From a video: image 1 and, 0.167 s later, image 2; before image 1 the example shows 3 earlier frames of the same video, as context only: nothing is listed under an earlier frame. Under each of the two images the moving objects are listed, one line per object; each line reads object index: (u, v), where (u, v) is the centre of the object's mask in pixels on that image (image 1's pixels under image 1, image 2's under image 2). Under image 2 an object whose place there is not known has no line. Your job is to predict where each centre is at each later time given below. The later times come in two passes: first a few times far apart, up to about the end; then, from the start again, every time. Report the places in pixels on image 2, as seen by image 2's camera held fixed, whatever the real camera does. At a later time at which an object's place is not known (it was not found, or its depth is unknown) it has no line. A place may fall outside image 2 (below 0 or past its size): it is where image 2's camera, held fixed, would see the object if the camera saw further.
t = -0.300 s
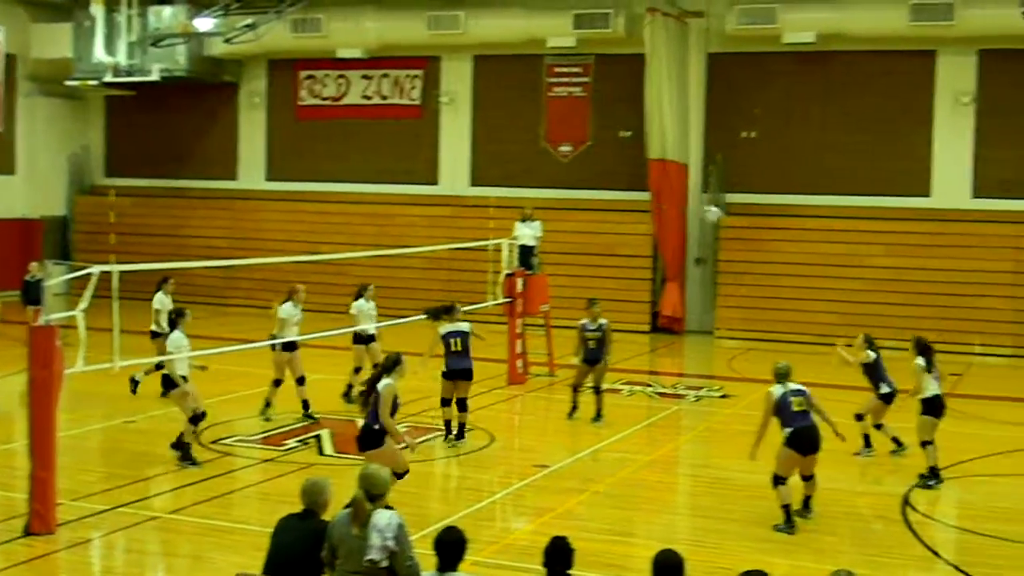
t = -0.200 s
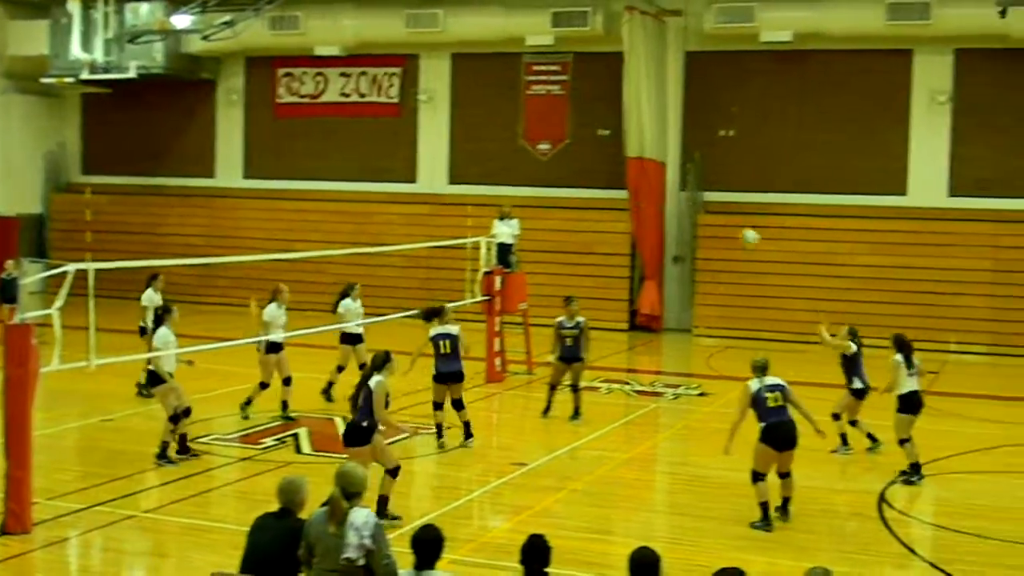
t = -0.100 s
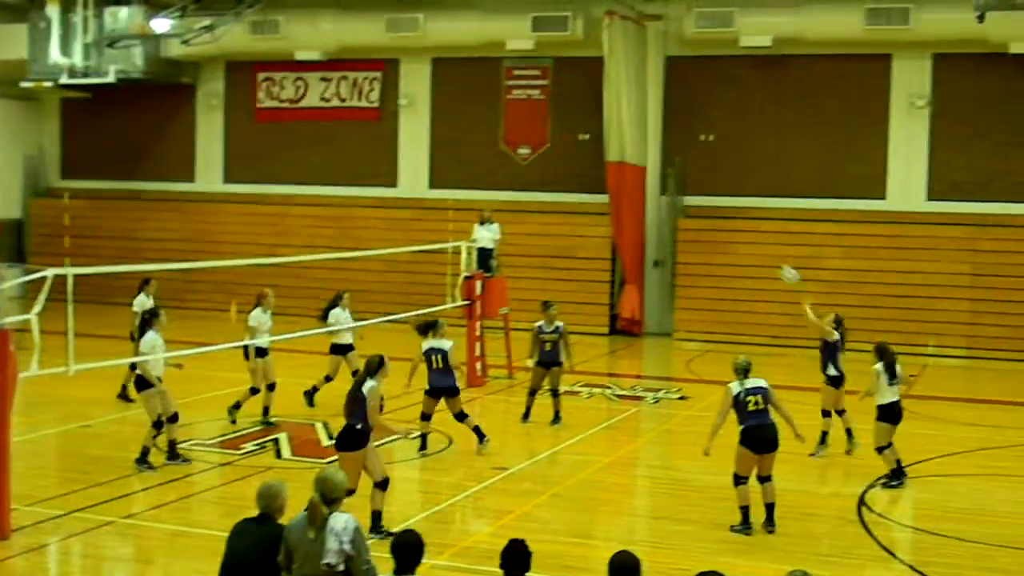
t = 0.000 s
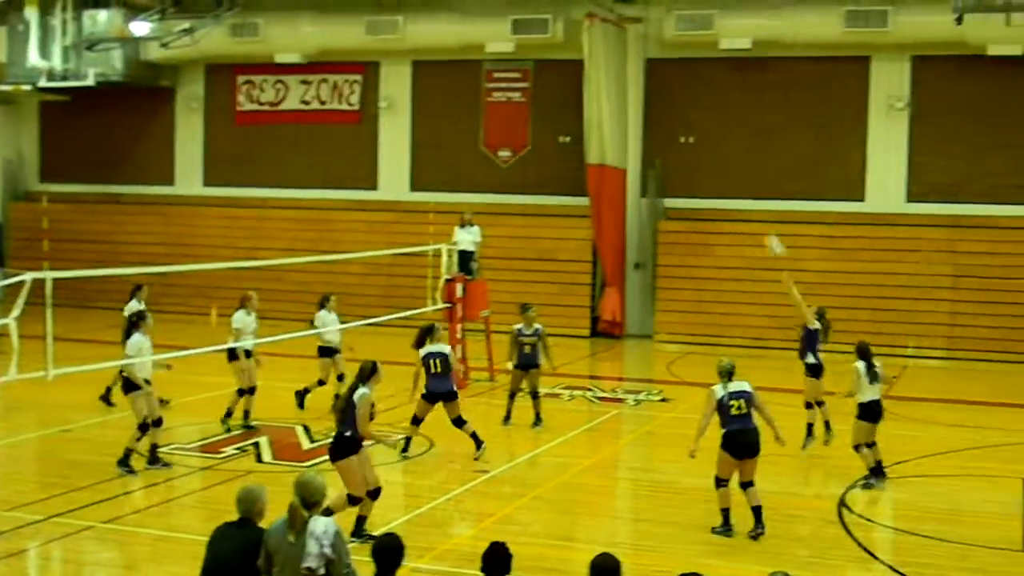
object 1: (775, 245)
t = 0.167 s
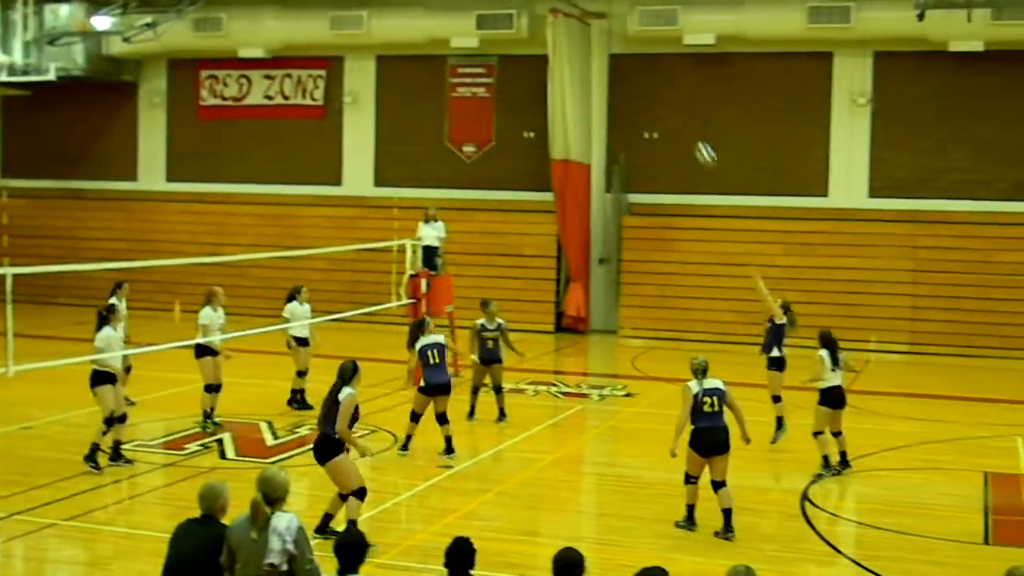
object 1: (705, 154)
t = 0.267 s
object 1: (684, 112)
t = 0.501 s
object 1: (640, 51)
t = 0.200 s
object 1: (698, 139)
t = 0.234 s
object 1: (690, 125)
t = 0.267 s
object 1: (684, 112)
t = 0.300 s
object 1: (678, 101)
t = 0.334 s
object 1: (671, 91)
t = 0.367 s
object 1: (665, 81)
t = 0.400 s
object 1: (659, 72)
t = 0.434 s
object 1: (652, 64)
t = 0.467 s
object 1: (646, 57)
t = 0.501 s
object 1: (640, 51)
